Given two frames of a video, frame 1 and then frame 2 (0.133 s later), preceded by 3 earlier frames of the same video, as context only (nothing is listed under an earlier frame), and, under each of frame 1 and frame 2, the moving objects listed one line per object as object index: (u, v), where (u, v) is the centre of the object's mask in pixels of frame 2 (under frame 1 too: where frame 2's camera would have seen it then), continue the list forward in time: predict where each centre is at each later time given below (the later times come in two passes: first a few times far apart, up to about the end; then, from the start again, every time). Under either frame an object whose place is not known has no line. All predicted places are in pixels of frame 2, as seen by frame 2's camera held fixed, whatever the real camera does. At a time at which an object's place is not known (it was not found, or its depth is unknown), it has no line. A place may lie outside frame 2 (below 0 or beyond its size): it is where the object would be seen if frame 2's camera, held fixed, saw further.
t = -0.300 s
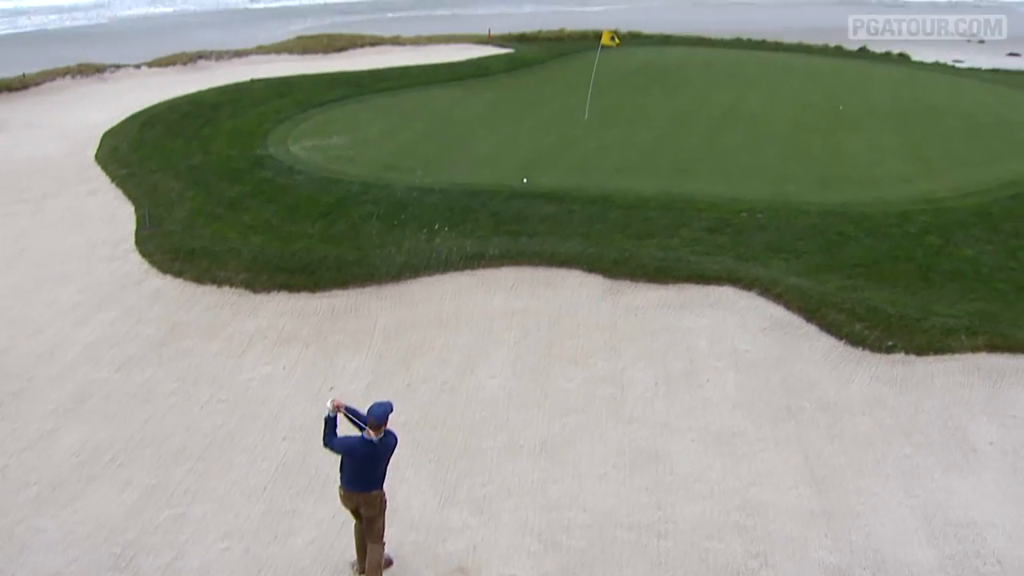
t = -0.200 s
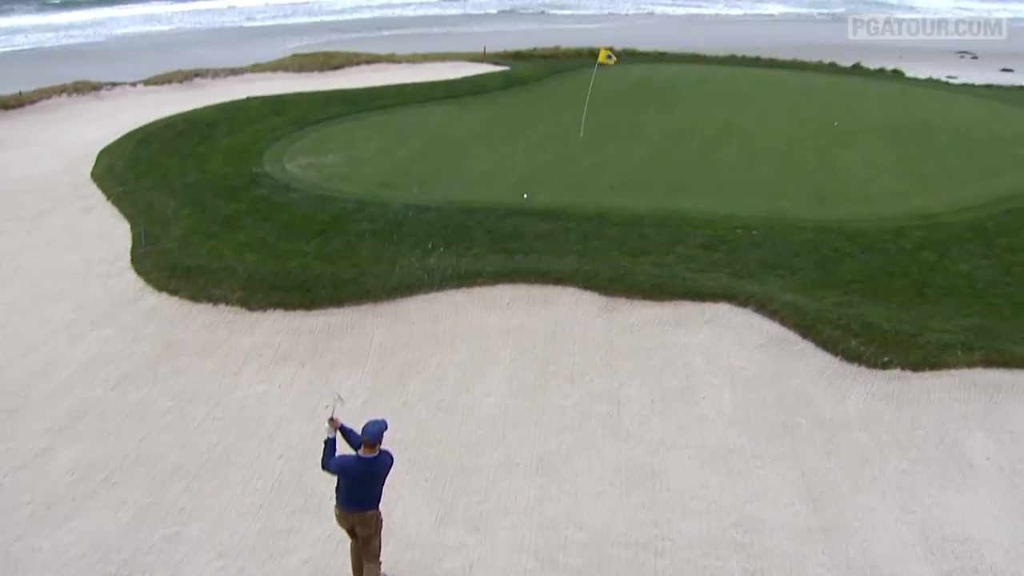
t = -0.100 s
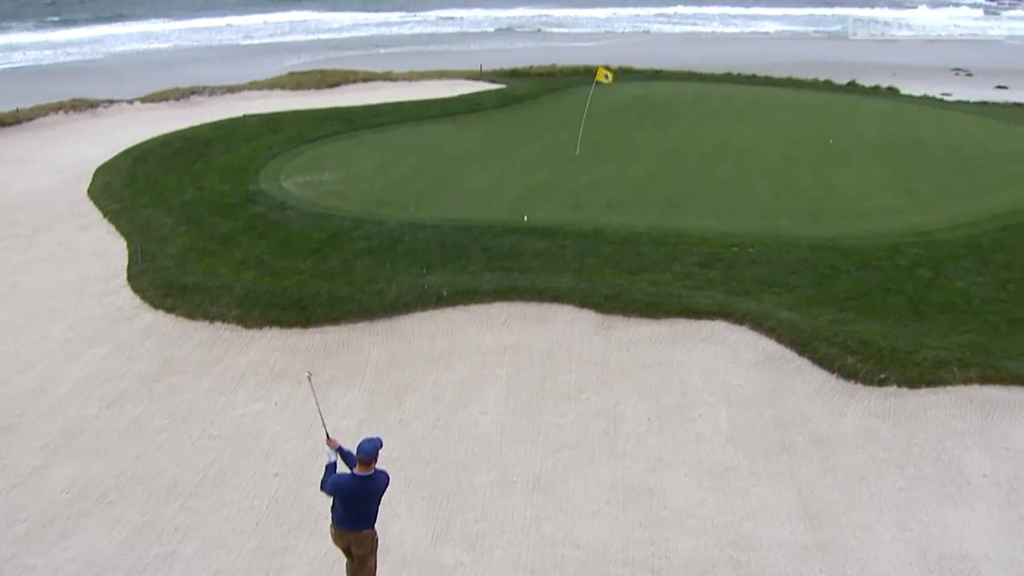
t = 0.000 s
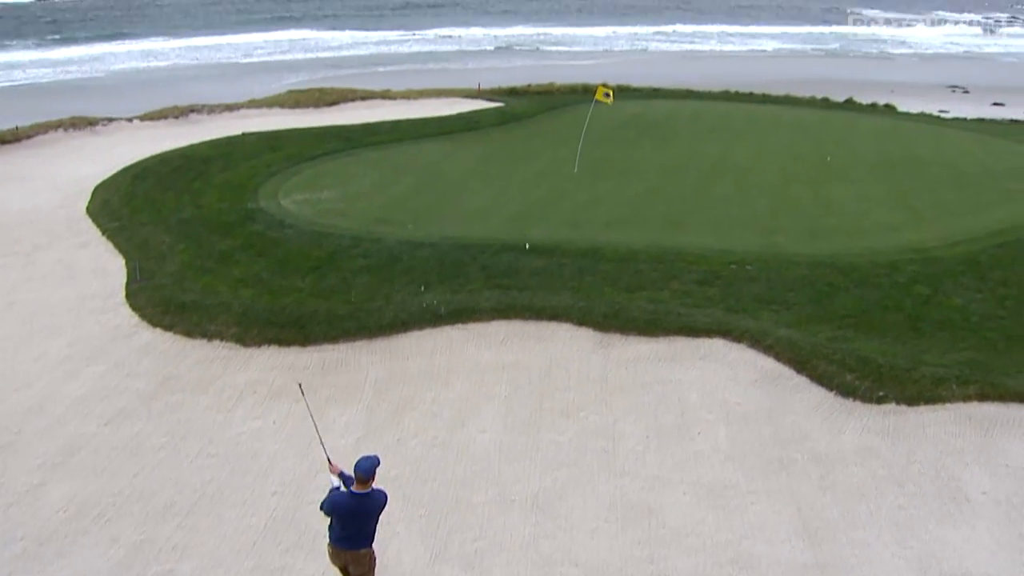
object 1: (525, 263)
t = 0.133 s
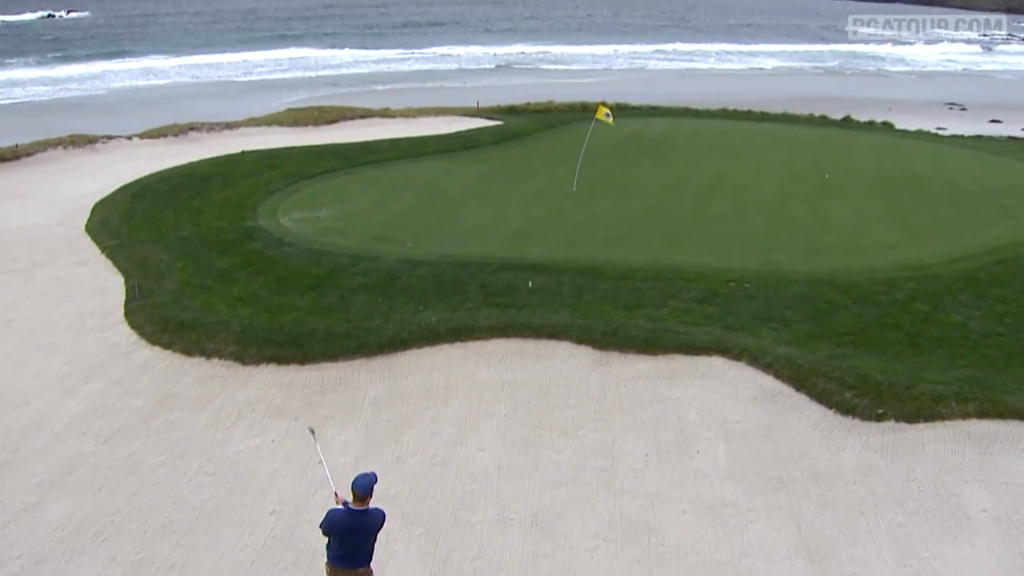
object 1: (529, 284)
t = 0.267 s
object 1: (532, 275)
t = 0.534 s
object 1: (536, 261)
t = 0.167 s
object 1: (530, 289)
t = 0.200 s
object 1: (531, 284)
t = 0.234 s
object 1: (532, 279)
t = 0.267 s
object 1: (532, 275)
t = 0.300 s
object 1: (533, 271)
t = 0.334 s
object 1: (534, 267)
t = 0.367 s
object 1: (534, 264)
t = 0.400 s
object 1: (535, 263)
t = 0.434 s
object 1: (535, 262)
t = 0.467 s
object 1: (535, 262)
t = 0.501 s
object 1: (536, 261)
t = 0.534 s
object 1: (536, 261)
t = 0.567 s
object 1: (538, 263)
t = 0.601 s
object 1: (538, 264)
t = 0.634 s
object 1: (538, 266)
